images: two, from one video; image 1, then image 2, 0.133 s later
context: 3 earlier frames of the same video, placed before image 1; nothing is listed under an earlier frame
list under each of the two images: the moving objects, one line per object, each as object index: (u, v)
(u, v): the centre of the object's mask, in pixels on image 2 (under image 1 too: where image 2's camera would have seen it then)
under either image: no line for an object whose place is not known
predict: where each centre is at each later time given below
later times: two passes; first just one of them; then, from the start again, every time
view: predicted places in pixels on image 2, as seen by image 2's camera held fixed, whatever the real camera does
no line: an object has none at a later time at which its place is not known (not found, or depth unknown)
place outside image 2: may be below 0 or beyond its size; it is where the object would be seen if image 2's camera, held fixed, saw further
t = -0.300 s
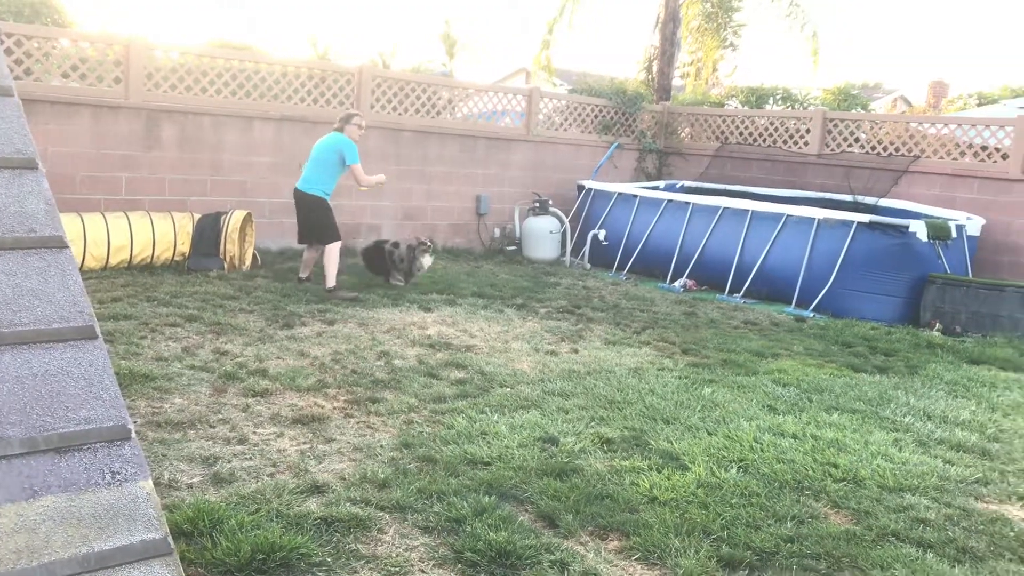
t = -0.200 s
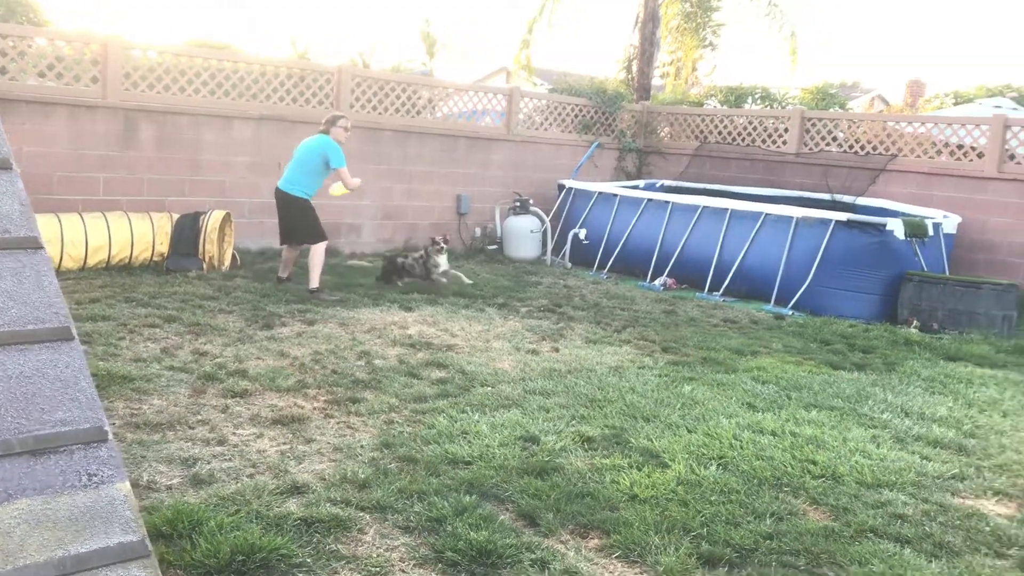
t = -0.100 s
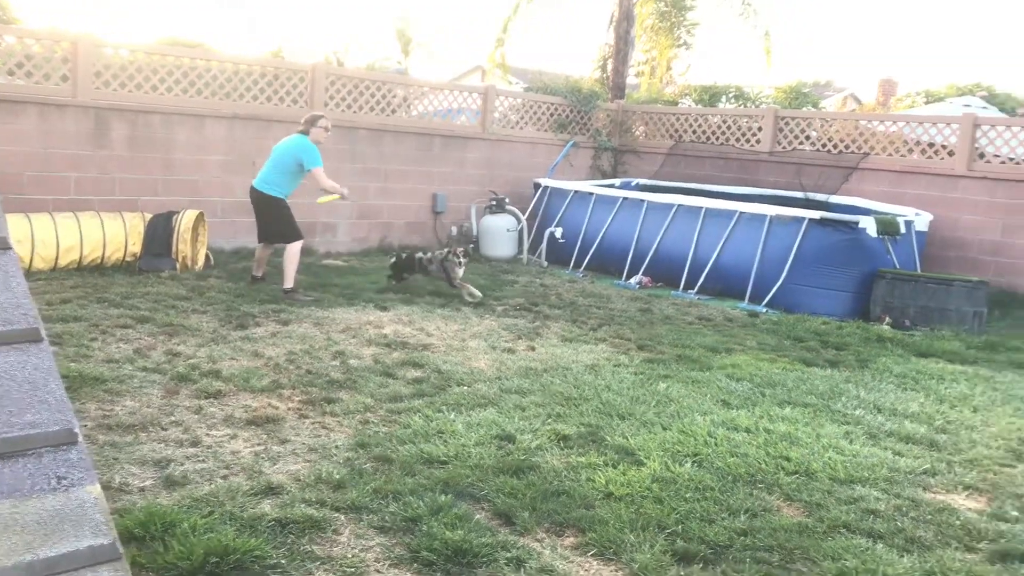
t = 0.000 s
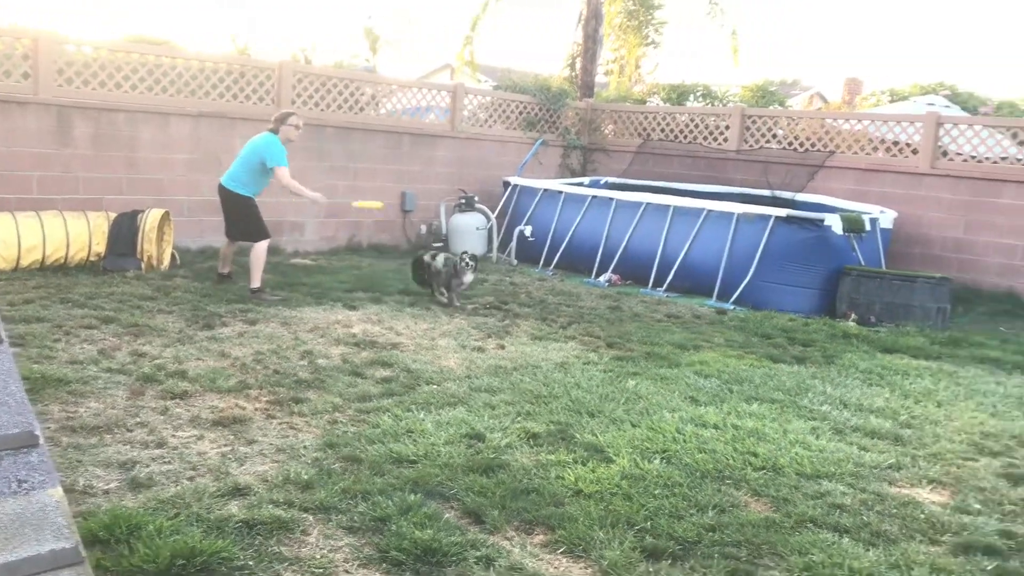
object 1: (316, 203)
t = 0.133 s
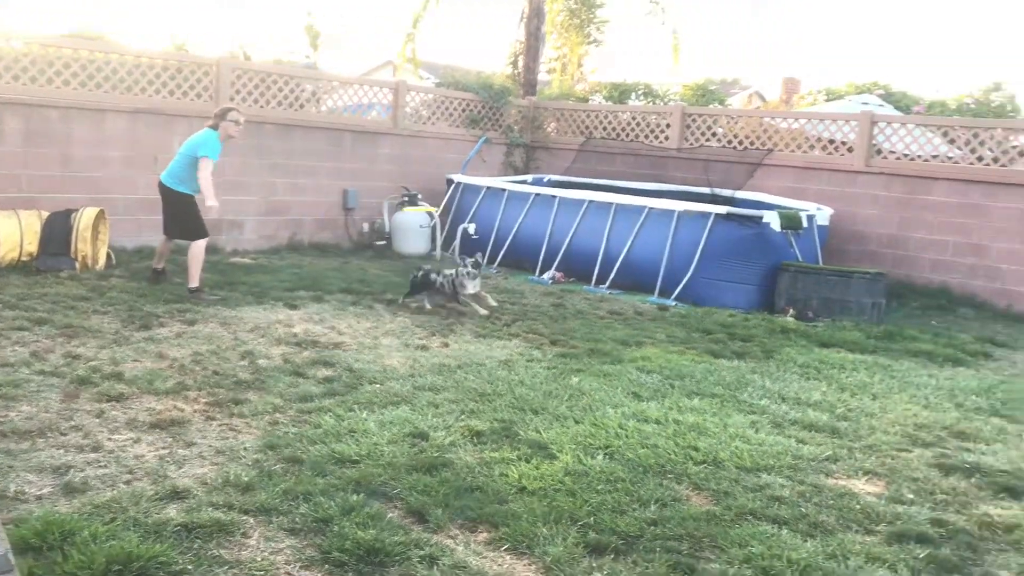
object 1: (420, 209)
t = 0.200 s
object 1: (478, 218)
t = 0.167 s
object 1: (450, 213)
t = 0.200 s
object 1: (478, 218)
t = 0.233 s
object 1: (511, 224)
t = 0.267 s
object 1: (545, 230)
